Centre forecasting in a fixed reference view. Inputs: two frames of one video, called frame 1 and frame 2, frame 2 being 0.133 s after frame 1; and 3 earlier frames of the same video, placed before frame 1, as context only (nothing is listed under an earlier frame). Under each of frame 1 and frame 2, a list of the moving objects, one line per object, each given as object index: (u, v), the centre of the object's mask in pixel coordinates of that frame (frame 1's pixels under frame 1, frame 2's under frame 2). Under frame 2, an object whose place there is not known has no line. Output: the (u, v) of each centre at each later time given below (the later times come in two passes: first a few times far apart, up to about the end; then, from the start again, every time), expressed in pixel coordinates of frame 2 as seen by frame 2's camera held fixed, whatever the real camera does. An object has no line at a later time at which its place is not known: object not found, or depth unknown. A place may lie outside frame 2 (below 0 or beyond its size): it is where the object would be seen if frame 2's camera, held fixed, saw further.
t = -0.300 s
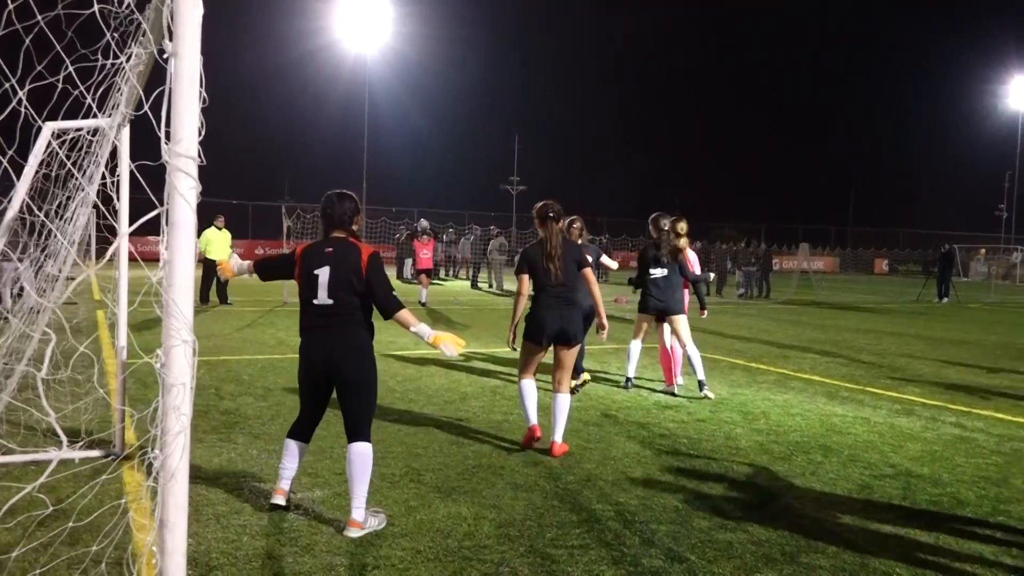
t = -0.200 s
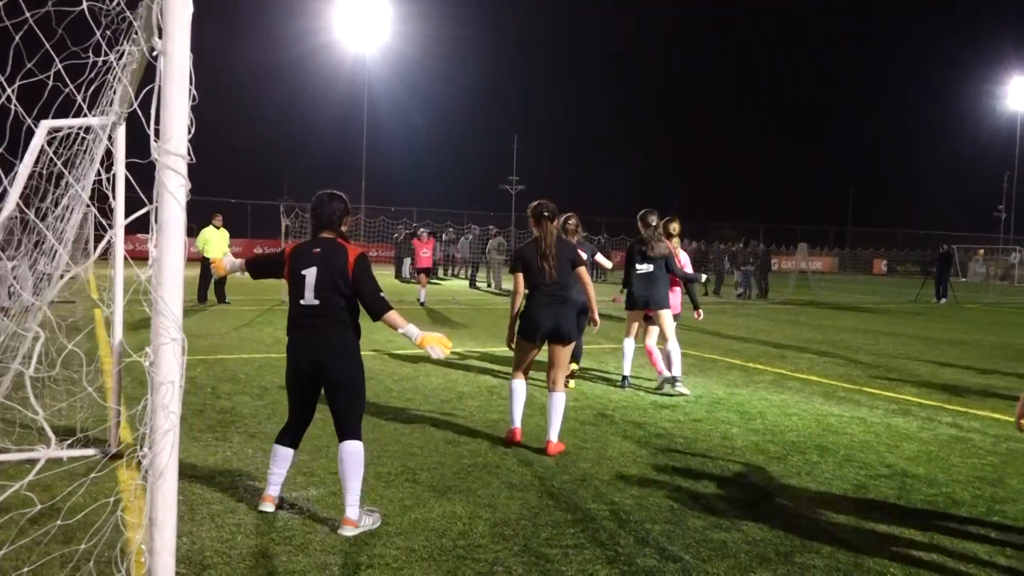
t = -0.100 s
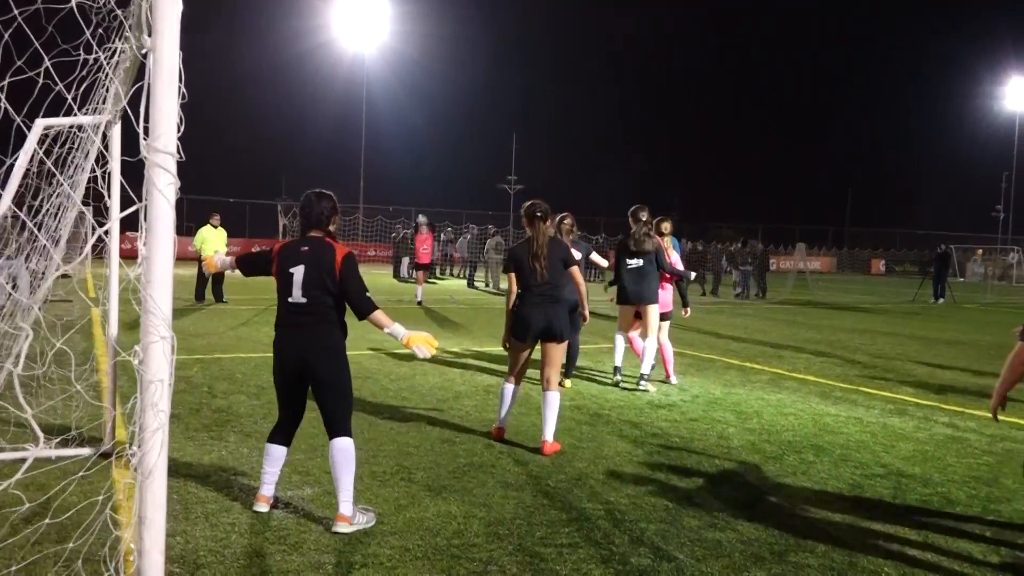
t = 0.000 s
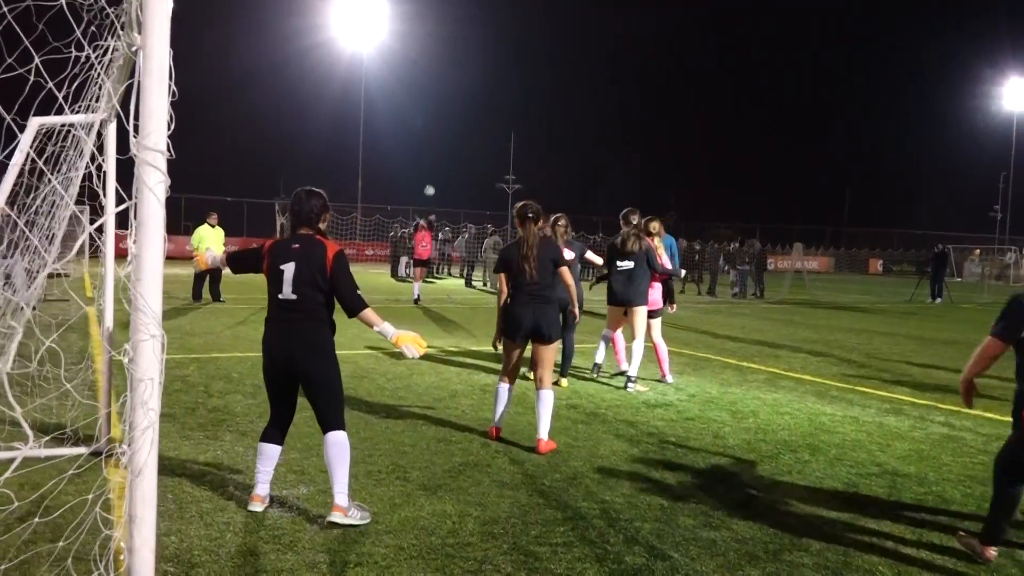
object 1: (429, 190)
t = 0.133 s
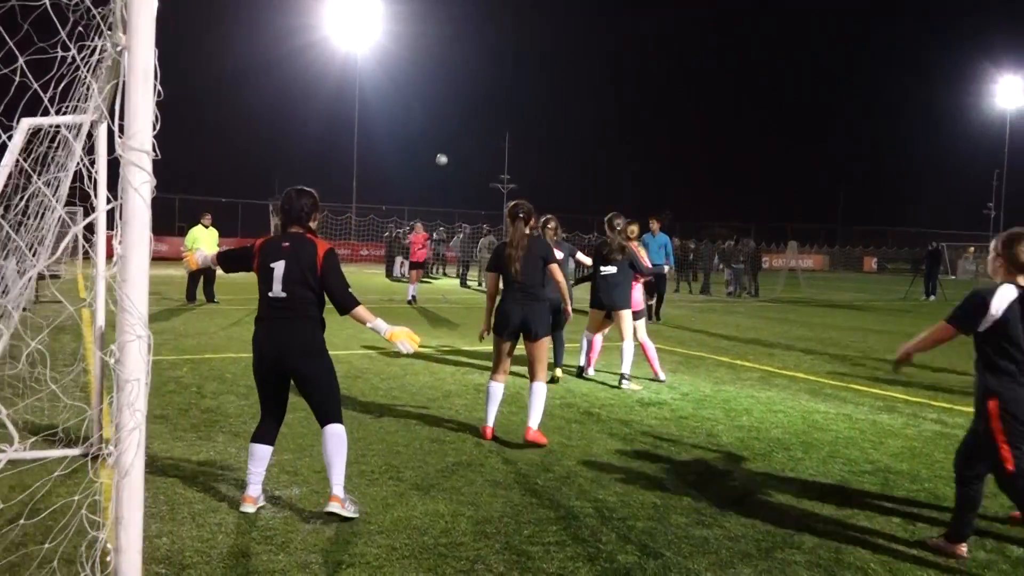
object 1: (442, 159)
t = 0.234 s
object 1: (456, 139)
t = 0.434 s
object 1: (492, 112)
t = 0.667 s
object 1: (553, 107)
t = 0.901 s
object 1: (641, 144)
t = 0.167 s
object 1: (446, 152)
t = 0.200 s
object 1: (451, 146)
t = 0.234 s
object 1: (456, 139)
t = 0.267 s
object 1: (461, 134)
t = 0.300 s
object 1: (467, 129)
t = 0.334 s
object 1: (472, 124)
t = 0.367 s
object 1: (479, 119)
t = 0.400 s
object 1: (485, 115)
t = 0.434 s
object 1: (492, 112)
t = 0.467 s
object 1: (500, 110)
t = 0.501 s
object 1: (509, 108)
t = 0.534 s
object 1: (517, 107)
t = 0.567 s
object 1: (525, 106)
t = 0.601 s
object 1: (534, 105)
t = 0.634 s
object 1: (543, 106)
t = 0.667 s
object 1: (553, 107)
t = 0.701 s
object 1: (563, 109)
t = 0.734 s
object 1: (574, 112)
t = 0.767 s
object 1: (586, 116)
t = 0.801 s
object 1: (598, 121)
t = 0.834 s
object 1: (611, 128)
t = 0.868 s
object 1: (626, 135)
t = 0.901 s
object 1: (641, 144)
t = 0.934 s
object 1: (657, 155)
